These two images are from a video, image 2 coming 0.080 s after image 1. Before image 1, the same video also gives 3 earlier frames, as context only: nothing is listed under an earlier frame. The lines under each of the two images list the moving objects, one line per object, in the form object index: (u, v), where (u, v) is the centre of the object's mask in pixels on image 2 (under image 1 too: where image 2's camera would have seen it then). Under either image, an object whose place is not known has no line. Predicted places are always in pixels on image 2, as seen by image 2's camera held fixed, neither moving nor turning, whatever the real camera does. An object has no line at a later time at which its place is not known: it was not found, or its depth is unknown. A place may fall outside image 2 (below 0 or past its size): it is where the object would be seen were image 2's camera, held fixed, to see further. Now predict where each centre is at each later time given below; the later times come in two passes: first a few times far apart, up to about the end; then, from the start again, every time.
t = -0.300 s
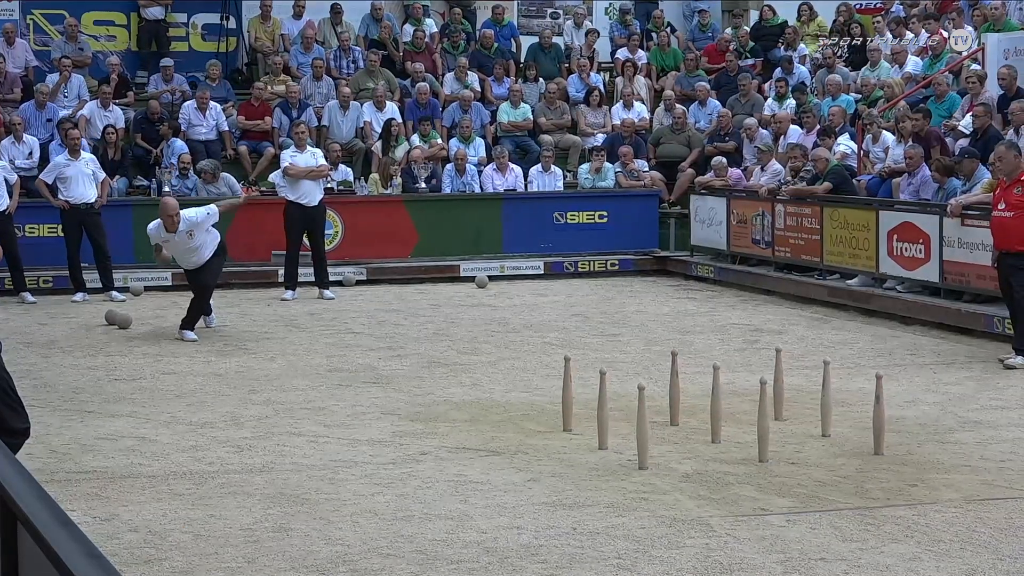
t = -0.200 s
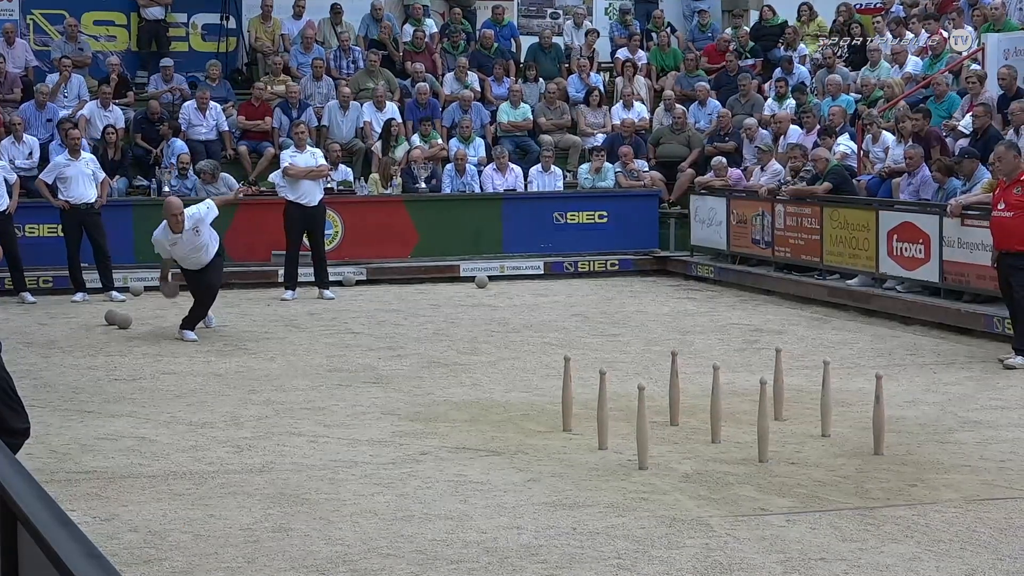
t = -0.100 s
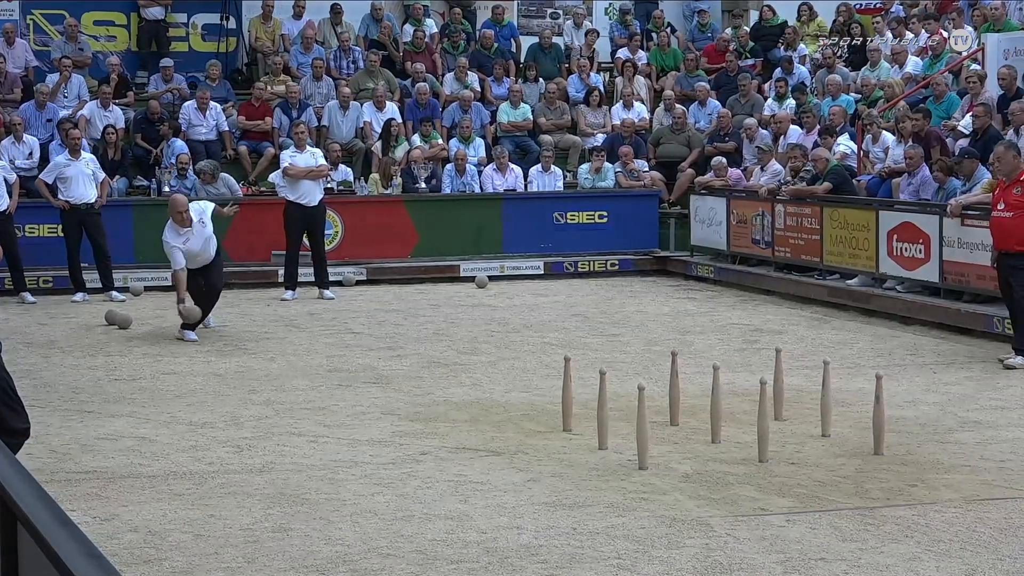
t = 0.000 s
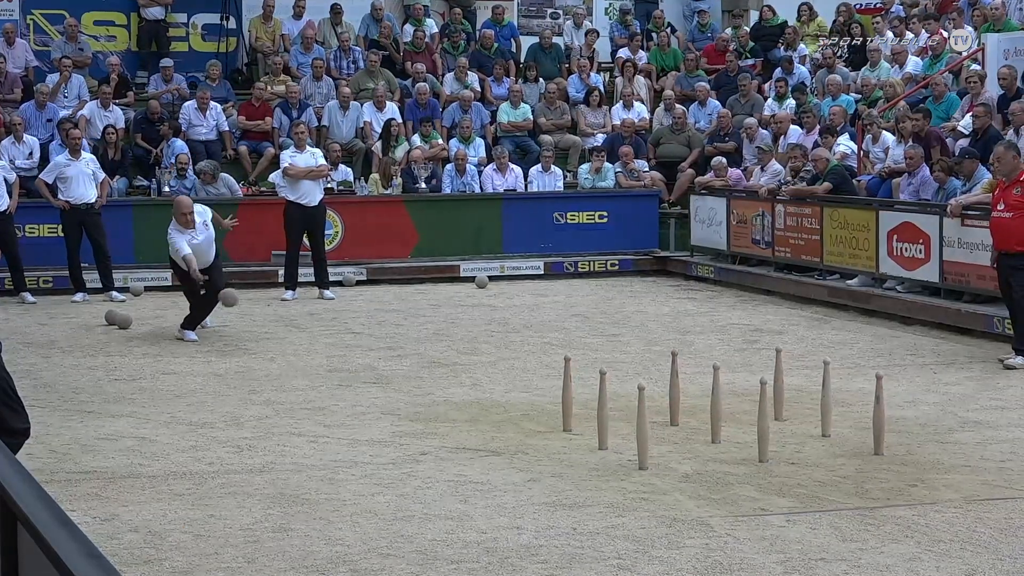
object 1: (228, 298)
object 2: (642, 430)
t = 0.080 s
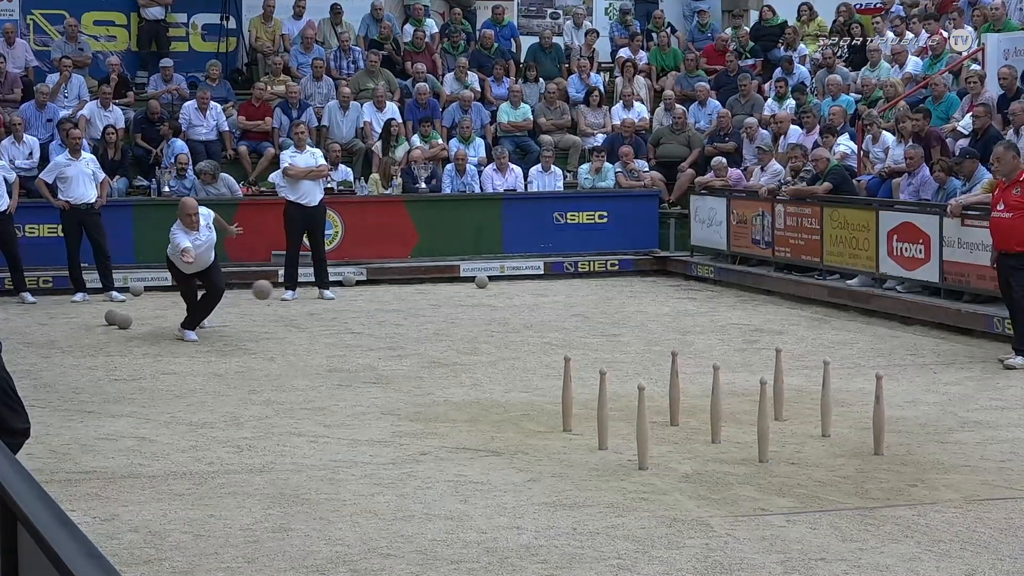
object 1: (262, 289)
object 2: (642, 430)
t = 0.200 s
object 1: (318, 292)
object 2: (642, 430)
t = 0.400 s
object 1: (431, 349)
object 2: (642, 430)
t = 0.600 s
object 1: (556, 404)
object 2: (642, 429)
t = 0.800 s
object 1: (626, 408)
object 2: (642, 430)
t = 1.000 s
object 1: (685, 449)
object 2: (650, 430)
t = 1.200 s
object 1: (754, 461)
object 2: (670, 440)
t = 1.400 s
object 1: (822, 473)
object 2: (692, 462)
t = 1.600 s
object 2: (699, 466)
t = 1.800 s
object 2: (700, 468)
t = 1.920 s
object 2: (700, 469)
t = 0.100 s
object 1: (270, 289)
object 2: (642, 430)
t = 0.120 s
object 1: (279, 288)
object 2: (642, 430)
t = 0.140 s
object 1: (289, 289)
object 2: (642, 430)
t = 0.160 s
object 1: (299, 289)
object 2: (642, 430)
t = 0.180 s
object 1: (308, 291)
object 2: (642, 430)
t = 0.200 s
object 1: (318, 292)
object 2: (642, 430)
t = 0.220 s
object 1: (328, 295)
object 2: (642, 430)
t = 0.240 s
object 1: (339, 299)
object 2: (642, 430)
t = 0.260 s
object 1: (349, 303)
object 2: (642, 430)
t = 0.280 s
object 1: (360, 307)
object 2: (642, 430)
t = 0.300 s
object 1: (371, 313)
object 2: (642, 430)
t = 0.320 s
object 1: (382, 317)
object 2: (642, 430)
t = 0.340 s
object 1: (394, 325)
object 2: (642, 430)
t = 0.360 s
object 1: (406, 332)
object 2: (642, 430)
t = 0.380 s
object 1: (418, 340)
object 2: (642, 430)
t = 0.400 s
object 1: (431, 349)
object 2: (642, 430)
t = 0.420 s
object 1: (443, 359)
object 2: (642, 430)
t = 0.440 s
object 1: (456, 370)
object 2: (642, 430)
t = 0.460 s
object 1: (470, 382)
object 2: (642, 430)
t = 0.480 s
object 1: (484, 395)
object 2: (642, 430)
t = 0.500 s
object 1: (498, 407)
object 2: (642, 429)
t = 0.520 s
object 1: (509, 410)
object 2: (642, 429)
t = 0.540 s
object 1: (523, 407)
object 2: (642, 429)
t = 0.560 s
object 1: (535, 406)
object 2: (642, 429)
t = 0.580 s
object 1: (548, 405)
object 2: (642, 429)
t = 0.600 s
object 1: (556, 404)
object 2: (642, 429)
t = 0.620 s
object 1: (563, 402)
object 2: (642, 429)
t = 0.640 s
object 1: (569, 401)
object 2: (642, 429)
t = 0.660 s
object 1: (576, 400)
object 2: (642, 430)
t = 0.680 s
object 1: (582, 400)
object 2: (642, 433)
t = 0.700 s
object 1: (587, 401)
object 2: (642, 430)
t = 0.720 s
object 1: (591, 402)
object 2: (642, 430)
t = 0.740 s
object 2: (642, 430)
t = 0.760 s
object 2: (642, 430)
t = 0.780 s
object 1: (618, 405)
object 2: (642, 430)
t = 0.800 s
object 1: (626, 408)
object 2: (642, 430)
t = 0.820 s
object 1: (629, 409)
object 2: (642, 430)
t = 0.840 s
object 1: (629, 412)
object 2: (642, 430)
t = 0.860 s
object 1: (632, 415)
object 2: (642, 430)
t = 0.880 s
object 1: (653, 419)
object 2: (642, 430)
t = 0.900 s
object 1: (656, 424)
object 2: (642, 430)
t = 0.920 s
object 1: (661, 431)
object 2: (643, 430)
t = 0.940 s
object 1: (665, 437)
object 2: (645, 430)
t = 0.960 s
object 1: (672, 445)
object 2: (647, 431)
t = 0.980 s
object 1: (679, 448)
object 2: (648, 431)
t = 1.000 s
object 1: (685, 449)
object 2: (650, 430)
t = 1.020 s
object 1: (691, 450)
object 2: (652, 429)
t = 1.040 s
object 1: (698, 451)
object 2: (654, 430)
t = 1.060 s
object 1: (704, 454)
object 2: (656, 430)
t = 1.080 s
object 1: (712, 455)
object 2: (658, 430)
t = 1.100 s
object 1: (719, 455)
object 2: (659, 432)
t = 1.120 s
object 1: (725, 455)
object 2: (661, 433)
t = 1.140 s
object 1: (732, 457)
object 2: (663, 435)
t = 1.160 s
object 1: (739, 458)
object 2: (665, 437)
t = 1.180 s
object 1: (746, 459)
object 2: (667, 438)
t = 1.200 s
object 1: (754, 461)
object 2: (670, 440)
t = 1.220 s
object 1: (761, 461)
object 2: (672, 443)
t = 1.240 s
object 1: (767, 462)
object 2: (675, 445)
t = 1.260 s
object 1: (773, 464)
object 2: (678, 449)
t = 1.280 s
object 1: (780, 465)
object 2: (680, 453)
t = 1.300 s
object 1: (788, 466)
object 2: (683, 456)
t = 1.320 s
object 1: (795, 468)
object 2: (681, 462)
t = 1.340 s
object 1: (802, 468)
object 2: (690, 467)
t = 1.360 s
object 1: (808, 469)
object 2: (690, 465)
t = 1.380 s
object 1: (815, 470)
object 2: (691, 463)
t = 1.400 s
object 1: (822, 473)
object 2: (692, 462)
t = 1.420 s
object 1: (829, 474)
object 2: (694, 461)
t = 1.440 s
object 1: (836, 474)
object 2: (695, 461)
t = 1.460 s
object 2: (696, 462)
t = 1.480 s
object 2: (697, 463)
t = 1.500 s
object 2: (698, 465)
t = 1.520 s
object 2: (699, 467)
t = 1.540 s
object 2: (700, 468)
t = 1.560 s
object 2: (700, 467)
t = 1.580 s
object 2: (700, 467)
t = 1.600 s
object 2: (699, 466)
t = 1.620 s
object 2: (699, 467)
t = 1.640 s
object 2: (699, 467)
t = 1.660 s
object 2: (700, 468)
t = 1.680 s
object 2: (700, 468)
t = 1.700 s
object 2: (701, 468)
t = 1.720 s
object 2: (701, 468)
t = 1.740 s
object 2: (701, 468)
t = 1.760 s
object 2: (700, 468)
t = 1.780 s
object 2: (700, 468)
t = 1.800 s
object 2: (700, 468)
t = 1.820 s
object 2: (699, 468)
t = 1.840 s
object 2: (700, 468)
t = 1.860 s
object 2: (700, 469)
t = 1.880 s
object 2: (701, 468)
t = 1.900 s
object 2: (700, 468)
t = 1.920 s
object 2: (700, 469)
